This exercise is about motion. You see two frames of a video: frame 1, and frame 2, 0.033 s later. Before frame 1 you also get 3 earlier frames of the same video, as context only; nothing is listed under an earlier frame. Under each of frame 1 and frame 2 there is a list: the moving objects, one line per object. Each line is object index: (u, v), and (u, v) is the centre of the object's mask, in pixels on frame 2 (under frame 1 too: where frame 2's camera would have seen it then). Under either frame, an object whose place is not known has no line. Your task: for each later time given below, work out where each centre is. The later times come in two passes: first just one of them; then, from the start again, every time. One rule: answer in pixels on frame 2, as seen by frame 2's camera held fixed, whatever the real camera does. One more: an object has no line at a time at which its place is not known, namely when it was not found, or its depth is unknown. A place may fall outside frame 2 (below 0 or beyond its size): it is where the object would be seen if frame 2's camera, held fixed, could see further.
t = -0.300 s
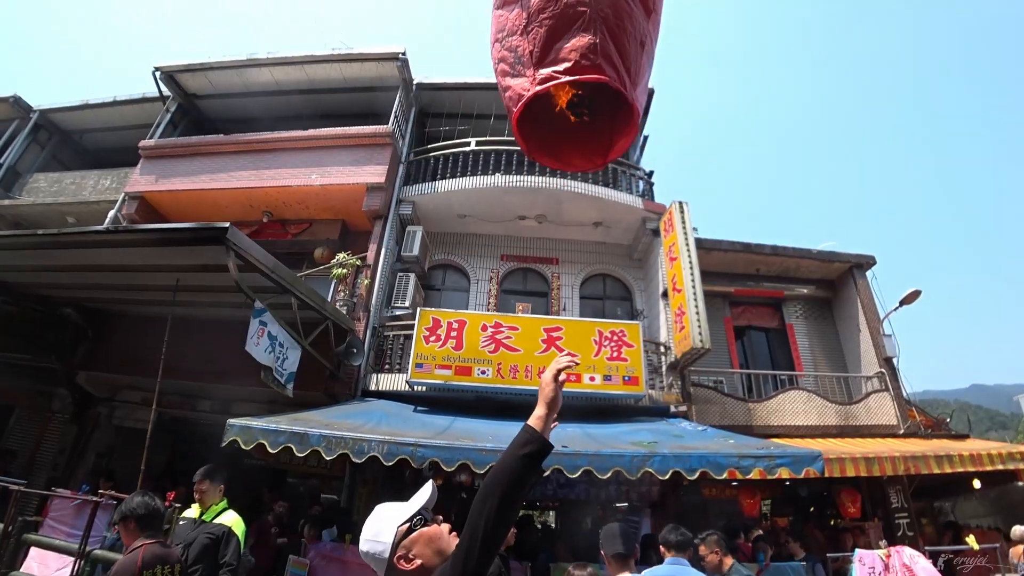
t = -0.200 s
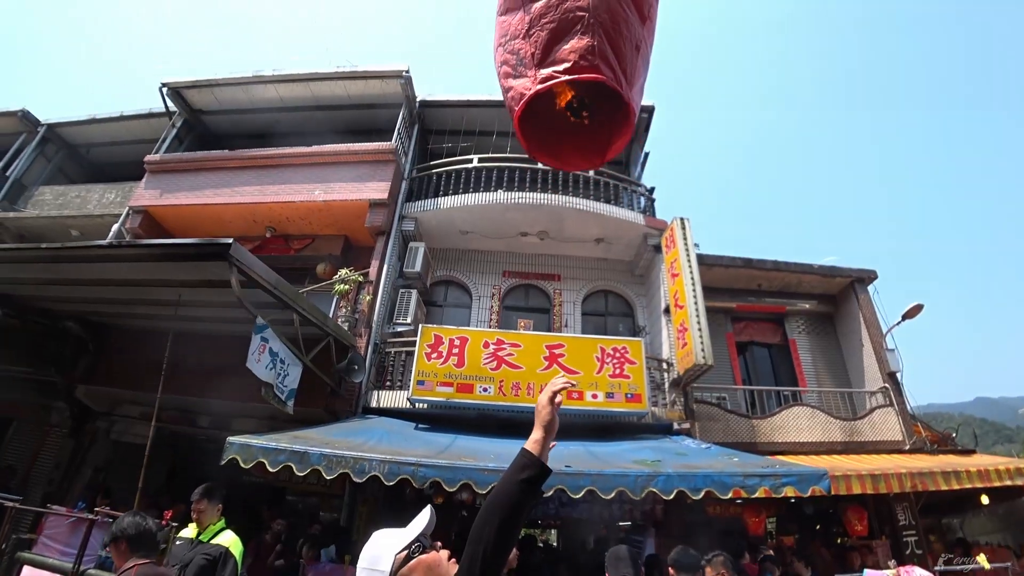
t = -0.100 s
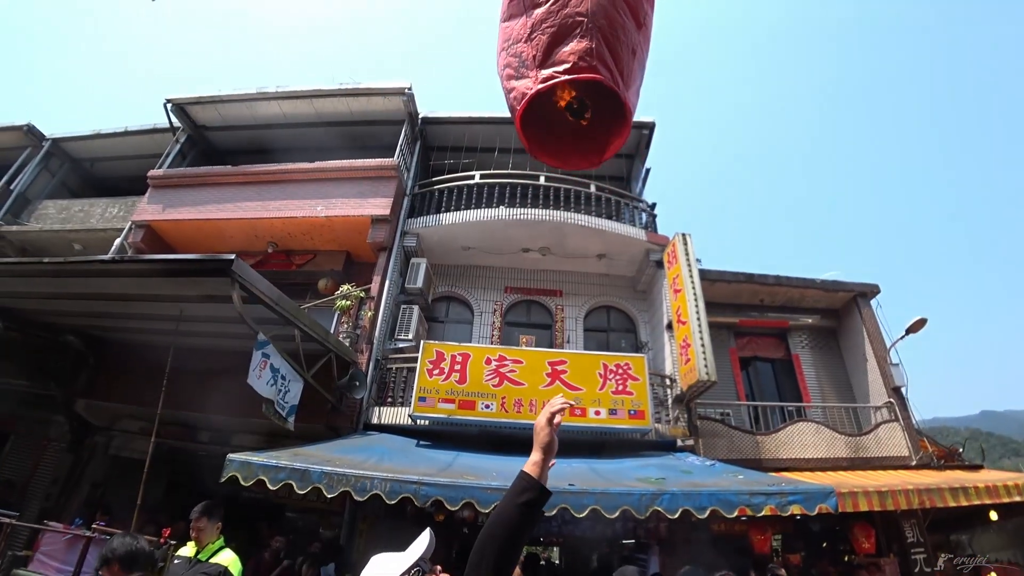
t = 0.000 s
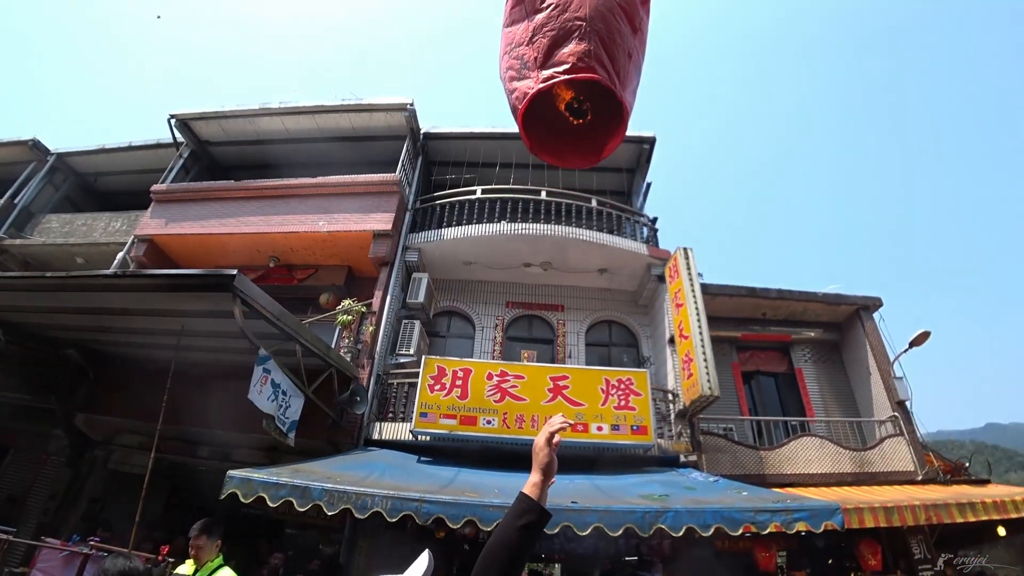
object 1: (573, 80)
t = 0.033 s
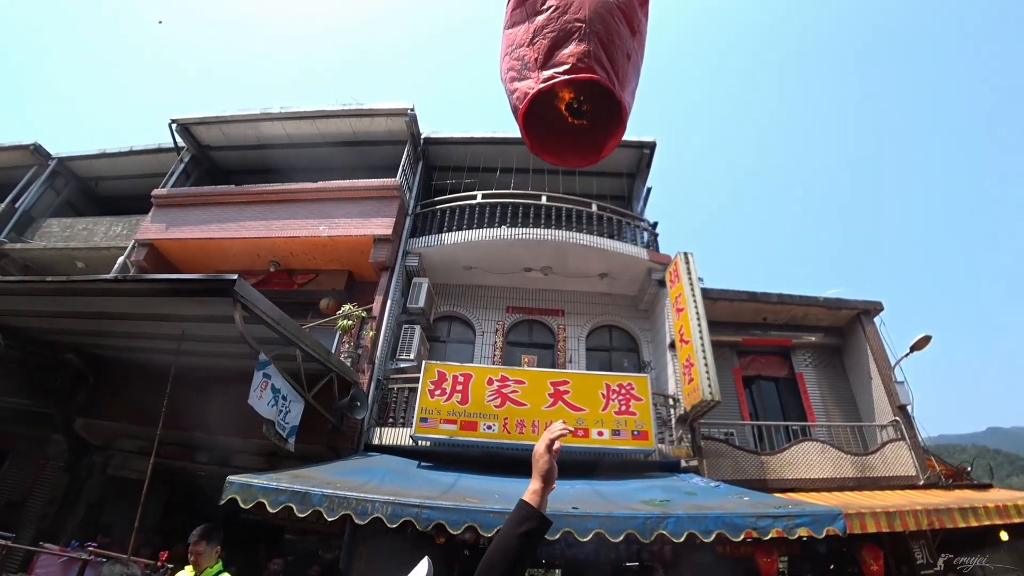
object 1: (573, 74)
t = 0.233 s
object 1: (570, 42)
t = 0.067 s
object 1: (573, 71)
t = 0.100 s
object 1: (572, 65)
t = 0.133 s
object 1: (572, 59)
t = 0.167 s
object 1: (571, 53)
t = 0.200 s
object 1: (571, 47)
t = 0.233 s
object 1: (570, 42)
